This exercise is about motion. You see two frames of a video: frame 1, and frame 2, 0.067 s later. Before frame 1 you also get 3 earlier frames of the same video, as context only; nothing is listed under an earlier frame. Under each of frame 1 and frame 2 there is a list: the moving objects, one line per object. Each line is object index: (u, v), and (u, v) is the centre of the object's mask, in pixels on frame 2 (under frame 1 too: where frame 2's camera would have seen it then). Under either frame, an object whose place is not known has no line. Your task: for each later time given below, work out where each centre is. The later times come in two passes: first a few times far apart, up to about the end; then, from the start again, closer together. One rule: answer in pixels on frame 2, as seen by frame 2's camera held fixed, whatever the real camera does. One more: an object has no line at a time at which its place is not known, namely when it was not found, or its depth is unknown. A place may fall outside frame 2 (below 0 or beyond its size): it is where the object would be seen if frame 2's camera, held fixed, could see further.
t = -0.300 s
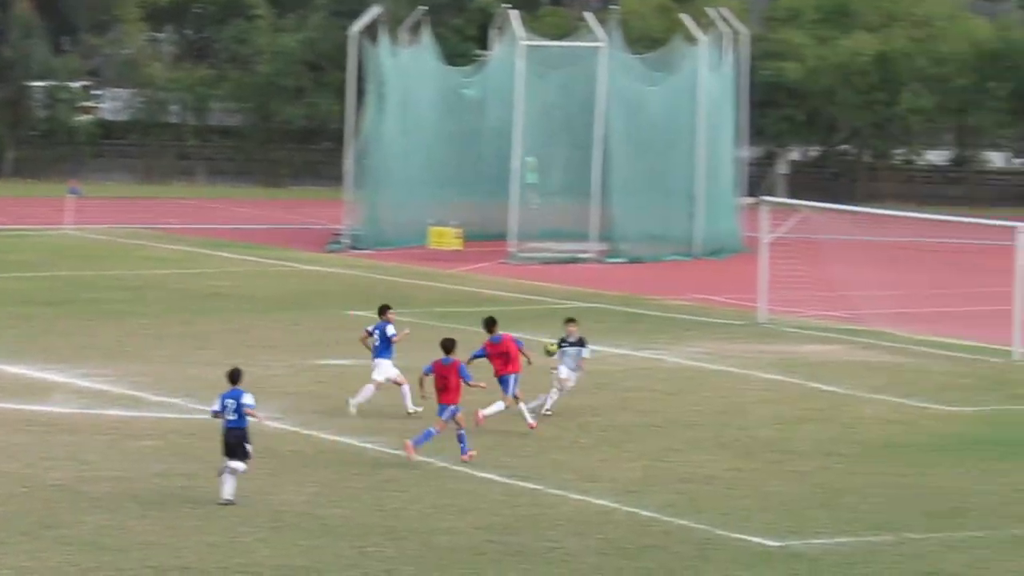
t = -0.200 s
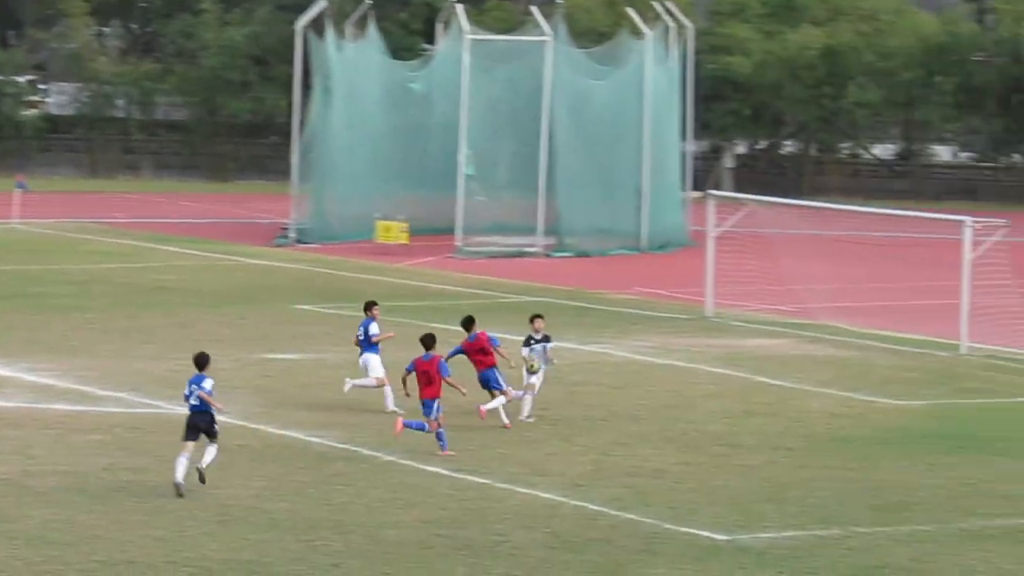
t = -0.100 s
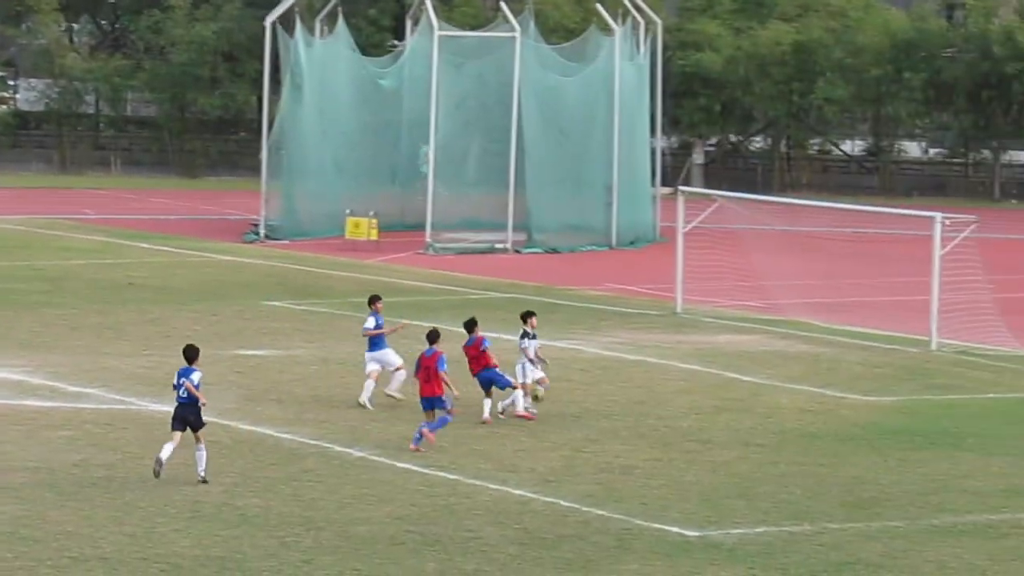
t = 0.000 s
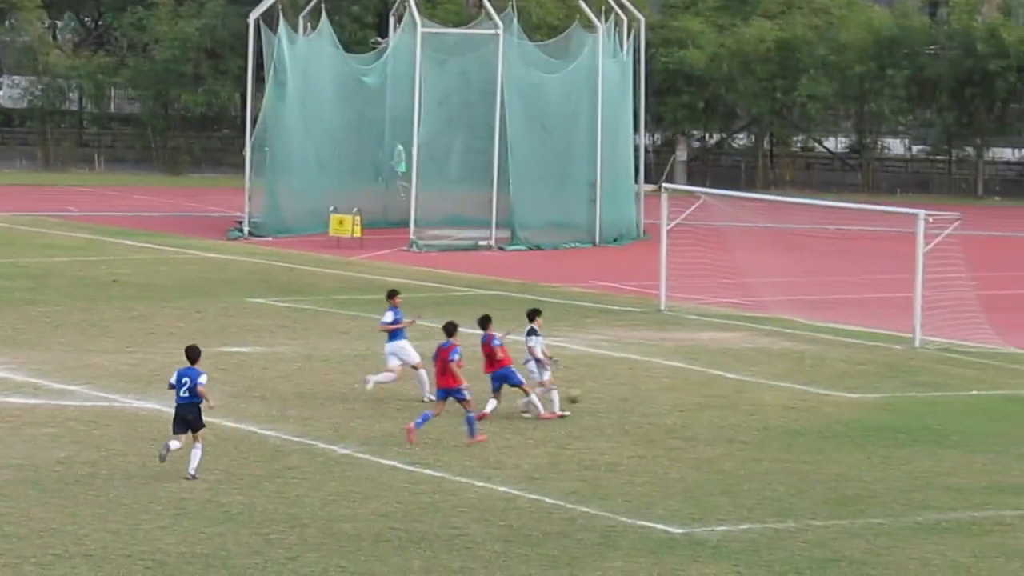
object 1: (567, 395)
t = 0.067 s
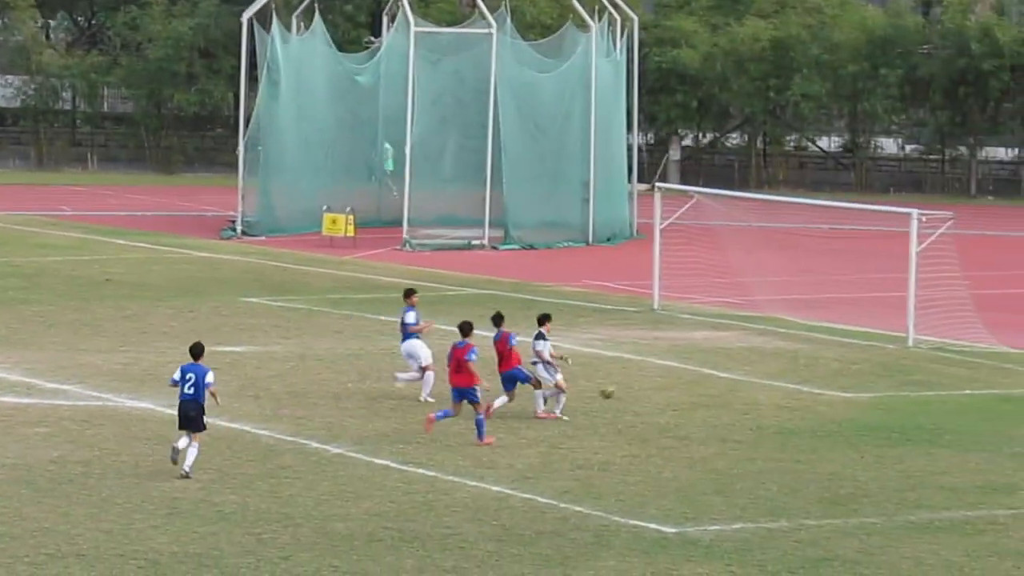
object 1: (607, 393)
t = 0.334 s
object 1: (771, 404)
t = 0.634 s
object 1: (951, 468)
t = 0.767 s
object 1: (1004, 455)
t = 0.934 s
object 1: (1072, 460)
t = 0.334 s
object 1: (771, 404)
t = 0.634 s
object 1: (951, 468)
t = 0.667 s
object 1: (965, 463)
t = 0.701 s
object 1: (978, 460)
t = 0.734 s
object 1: (992, 457)
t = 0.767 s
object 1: (1004, 455)
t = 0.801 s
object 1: (1018, 454)
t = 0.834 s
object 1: (1032, 455)
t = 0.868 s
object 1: (1044, 455)
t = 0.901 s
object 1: (1059, 457)
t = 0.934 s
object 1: (1072, 460)
